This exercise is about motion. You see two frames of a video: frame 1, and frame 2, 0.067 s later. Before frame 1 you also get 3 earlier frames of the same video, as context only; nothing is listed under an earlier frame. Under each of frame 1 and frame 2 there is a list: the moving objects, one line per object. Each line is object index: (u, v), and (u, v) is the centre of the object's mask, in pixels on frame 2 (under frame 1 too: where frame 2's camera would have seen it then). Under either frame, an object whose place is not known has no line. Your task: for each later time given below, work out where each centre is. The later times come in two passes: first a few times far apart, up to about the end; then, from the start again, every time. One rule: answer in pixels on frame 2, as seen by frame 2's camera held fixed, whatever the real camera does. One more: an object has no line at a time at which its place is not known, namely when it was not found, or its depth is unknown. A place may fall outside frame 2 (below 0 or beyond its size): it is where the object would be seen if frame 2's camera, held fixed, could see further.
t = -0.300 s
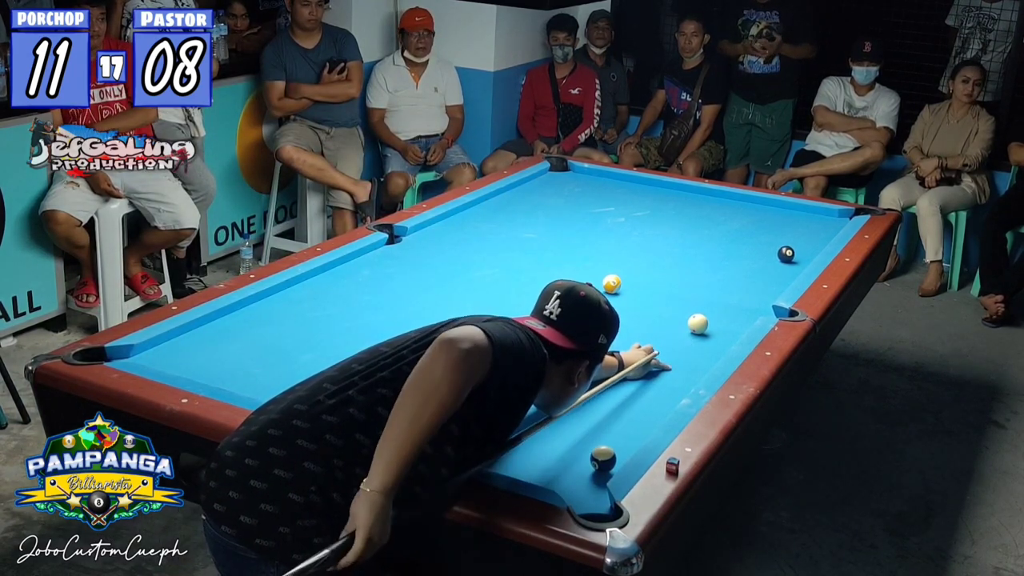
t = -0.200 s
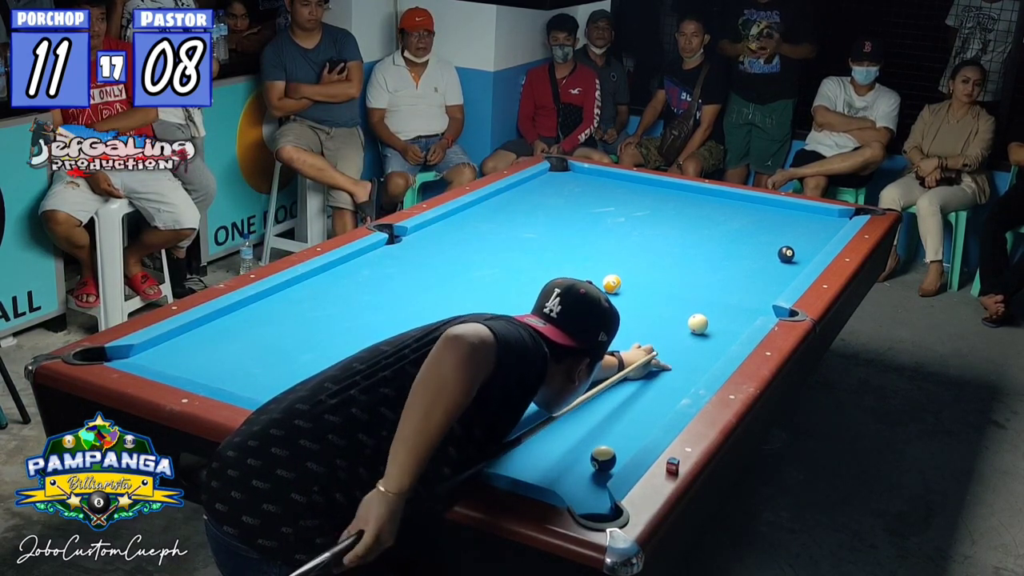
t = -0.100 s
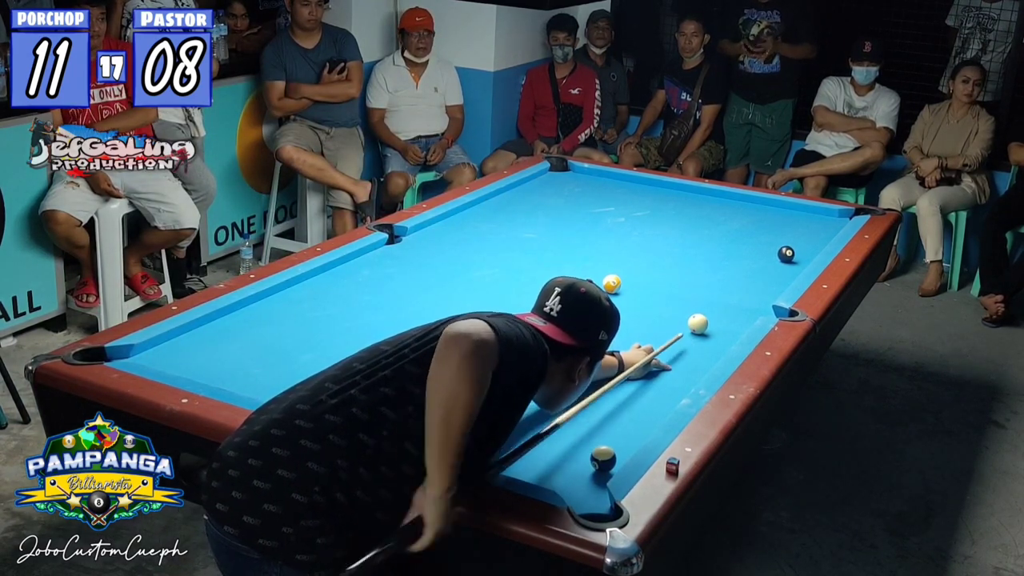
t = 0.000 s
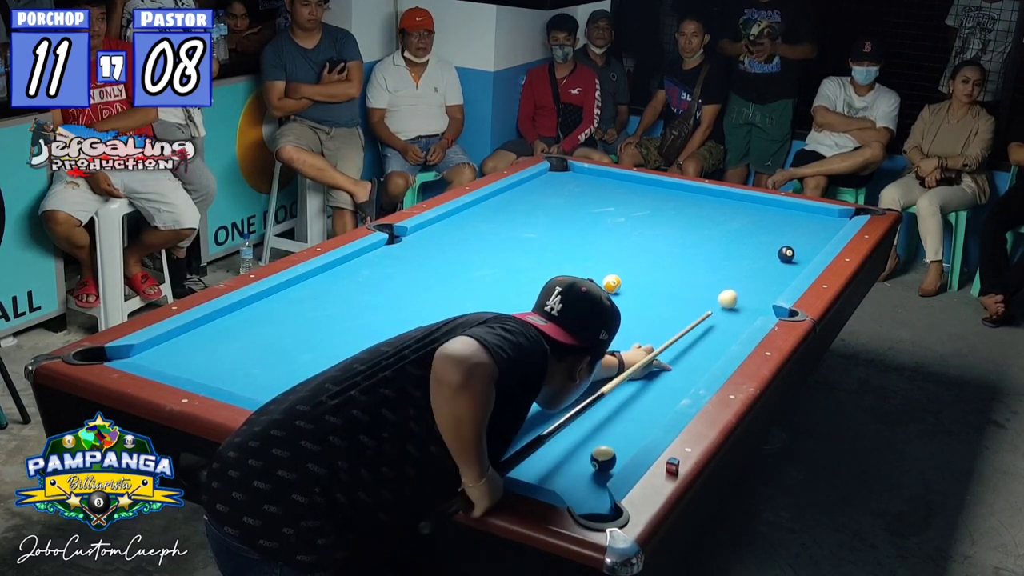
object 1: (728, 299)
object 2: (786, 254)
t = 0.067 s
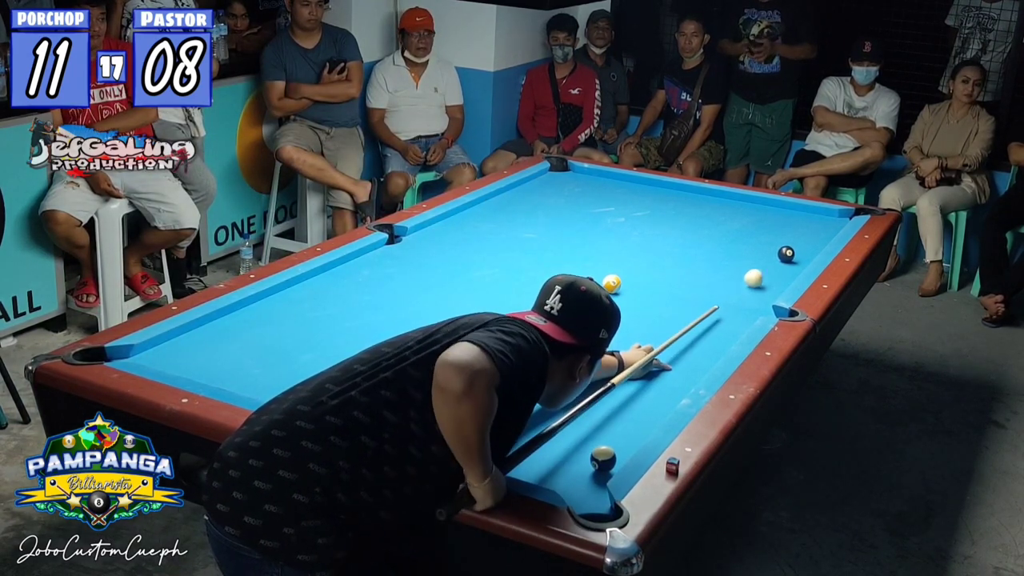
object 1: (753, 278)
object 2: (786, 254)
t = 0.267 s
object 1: (773, 253)
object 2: (825, 231)
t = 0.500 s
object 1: (776, 239)
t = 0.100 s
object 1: (765, 269)
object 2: (786, 254)
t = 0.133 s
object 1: (776, 260)
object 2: (788, 253)
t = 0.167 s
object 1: (777, 257)
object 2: (794, 249)
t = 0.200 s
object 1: (775, 256)
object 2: (805, 242)
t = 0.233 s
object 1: (774, 255)
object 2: (816, 236)
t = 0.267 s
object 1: (773, 253)
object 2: (825, 231)
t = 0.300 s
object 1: (773, 251)
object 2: (834, 225)
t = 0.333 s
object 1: (773, 250)
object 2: (838, 223)
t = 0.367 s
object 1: (773, 247)
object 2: (847, 215)
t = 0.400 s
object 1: (773, 245)
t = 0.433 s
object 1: (774, 243)
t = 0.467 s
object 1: (775, 241)
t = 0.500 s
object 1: (776, 239)
